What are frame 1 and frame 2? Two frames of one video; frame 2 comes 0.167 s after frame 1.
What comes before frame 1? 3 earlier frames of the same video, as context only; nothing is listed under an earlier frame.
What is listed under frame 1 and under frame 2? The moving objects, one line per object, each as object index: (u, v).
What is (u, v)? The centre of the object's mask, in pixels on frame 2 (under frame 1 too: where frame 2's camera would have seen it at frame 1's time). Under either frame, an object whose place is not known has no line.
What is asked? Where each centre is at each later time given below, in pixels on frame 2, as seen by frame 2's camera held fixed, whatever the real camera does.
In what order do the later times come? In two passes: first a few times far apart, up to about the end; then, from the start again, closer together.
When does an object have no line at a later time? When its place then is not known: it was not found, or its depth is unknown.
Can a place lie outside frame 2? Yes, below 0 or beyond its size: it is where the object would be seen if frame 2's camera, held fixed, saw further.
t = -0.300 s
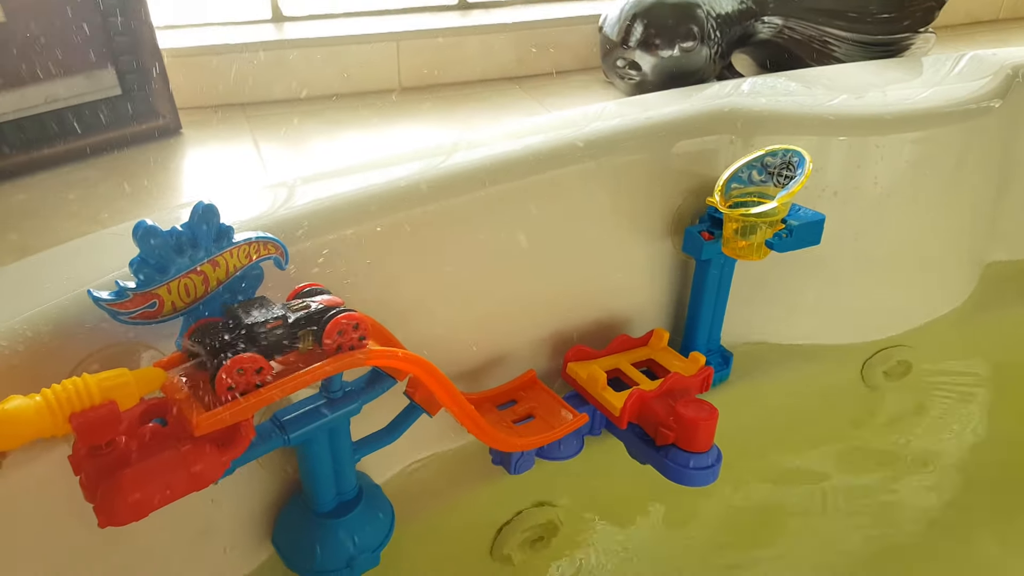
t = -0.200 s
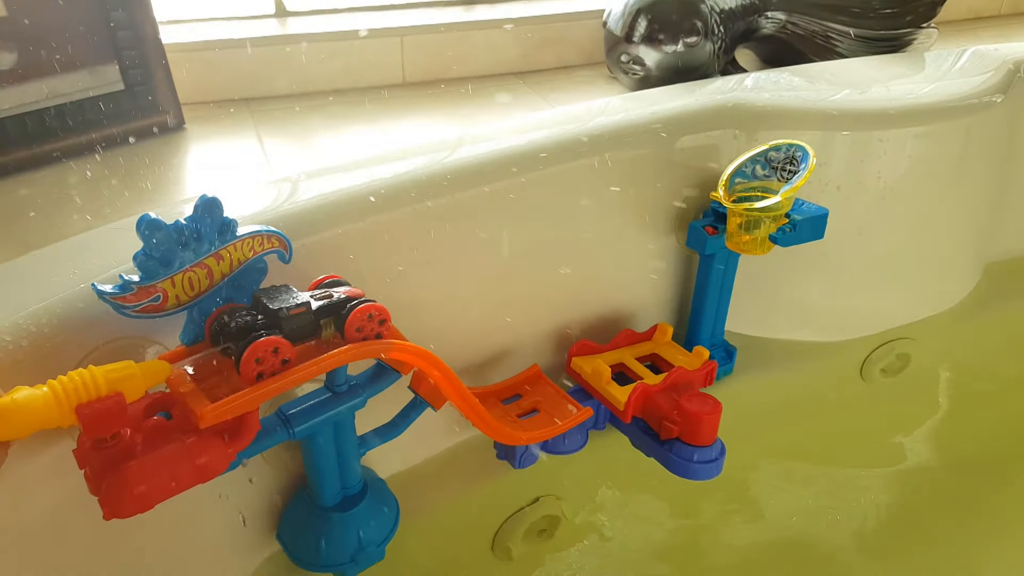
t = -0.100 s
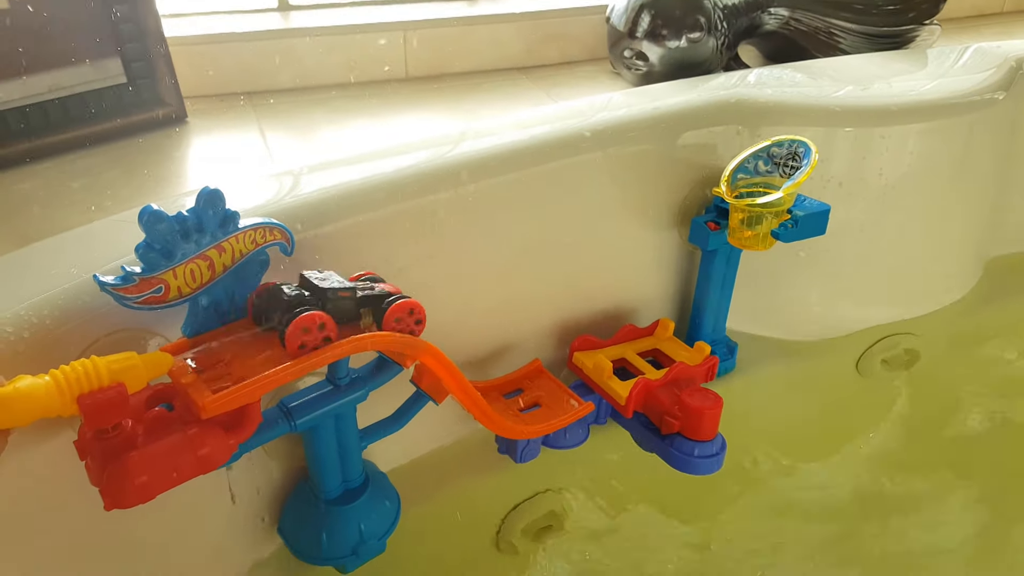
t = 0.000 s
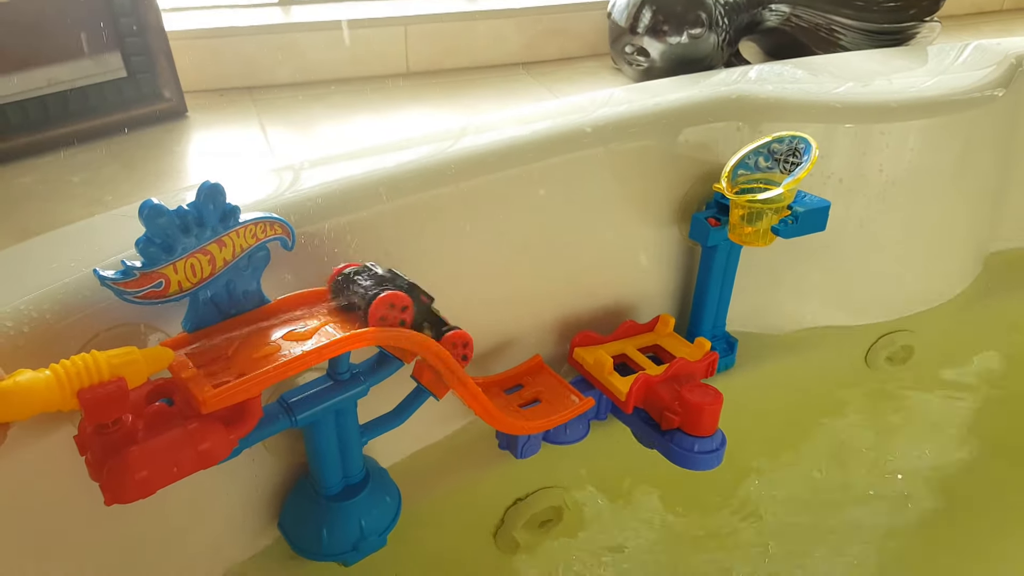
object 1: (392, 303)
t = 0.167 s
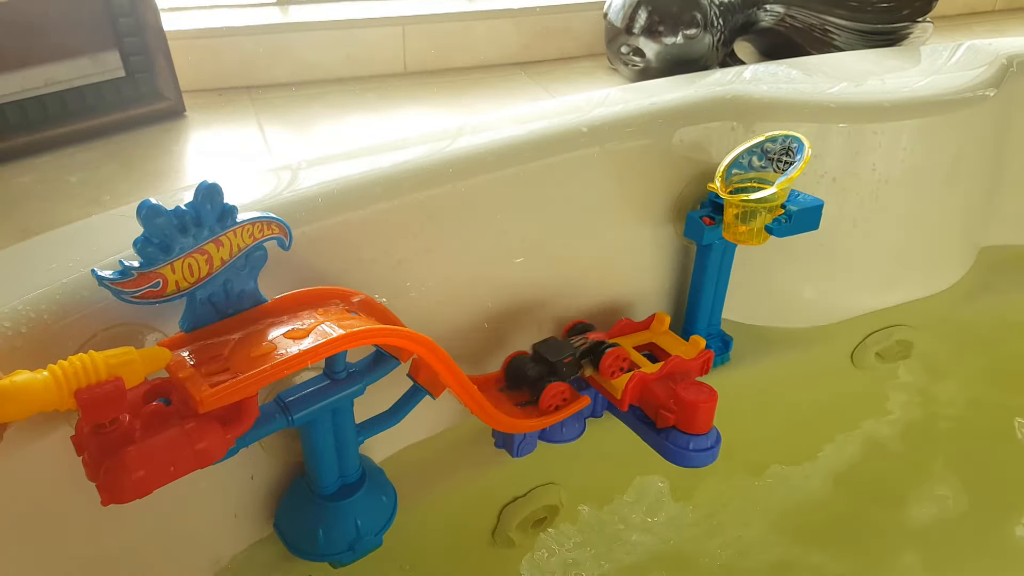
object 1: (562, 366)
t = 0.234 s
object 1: (611, 345)
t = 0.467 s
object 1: (641, 339)
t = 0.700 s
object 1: (641, 339)
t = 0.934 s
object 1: (640, 339)
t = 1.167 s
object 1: (640, 339)
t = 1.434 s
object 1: (640, 341)
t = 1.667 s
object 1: (637, 341)
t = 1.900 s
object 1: (639, 339)
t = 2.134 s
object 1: (638, 338)
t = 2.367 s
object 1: (639, 338)
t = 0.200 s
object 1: (592, 353)
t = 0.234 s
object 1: (611, 345)
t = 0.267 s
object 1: (629, 342)
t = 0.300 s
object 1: (642, 338)
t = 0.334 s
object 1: (641, 338)
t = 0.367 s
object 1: (640, 340)
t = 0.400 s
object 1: (641, 339)
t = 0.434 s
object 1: (641, 339)
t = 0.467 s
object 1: (641, 339)
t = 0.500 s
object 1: (641, 339)
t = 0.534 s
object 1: (641, 339)
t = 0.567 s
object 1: (641, 339)
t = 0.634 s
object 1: (641, 339)
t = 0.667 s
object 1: (641, 339)
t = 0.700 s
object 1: (641, 339)
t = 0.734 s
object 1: (641, 339)
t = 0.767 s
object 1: (641, 340)
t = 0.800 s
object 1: (640, 340)
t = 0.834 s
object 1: (640, 340)
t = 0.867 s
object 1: (640, 340)
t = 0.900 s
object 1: (640, 340)
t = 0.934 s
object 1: (640, 339)
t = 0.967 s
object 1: (640, 339)
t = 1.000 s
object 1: (641, 339)
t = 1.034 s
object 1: (641, 339)
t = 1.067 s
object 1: (641, 339)
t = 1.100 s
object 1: (640, 339)
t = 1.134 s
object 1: (640, 339)
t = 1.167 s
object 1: (640, 339)
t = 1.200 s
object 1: (641, 340)
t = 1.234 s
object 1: (641, 340)
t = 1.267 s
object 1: (641, 340)
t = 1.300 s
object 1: (641, 340)
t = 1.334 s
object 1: (641, 340)
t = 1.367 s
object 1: (641, 340)
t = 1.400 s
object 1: (640, 341)
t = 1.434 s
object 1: (640, 341)
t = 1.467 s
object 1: (640, 341)
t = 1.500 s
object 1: (640, 341)
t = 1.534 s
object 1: (640, 341)
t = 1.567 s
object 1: (640, 341)
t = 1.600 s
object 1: (640, 341)
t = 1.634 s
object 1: (639, 341)
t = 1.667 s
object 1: (637, 341)
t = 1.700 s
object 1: (636, 341)
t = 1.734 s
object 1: (639, 340)
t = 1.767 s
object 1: (640, 340)
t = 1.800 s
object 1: (637, 340)
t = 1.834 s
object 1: (638, 339)
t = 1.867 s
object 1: (638, 339)
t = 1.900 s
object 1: (639, 339)
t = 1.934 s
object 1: (639, 338)
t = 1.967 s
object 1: (639, 338)
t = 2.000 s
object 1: (638, 338)
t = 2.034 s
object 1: (638, 338)
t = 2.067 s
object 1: (638, 338)
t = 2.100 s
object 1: (638, 338)
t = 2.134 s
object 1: (638, 338)
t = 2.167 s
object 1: (638, 338)
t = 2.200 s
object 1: (638, 337)
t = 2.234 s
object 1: (639, 337)
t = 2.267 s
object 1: (639, 337)
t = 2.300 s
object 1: (639, 337)
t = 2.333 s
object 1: (639, 337)
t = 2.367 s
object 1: (639, 338)
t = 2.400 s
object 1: (639, 338)
